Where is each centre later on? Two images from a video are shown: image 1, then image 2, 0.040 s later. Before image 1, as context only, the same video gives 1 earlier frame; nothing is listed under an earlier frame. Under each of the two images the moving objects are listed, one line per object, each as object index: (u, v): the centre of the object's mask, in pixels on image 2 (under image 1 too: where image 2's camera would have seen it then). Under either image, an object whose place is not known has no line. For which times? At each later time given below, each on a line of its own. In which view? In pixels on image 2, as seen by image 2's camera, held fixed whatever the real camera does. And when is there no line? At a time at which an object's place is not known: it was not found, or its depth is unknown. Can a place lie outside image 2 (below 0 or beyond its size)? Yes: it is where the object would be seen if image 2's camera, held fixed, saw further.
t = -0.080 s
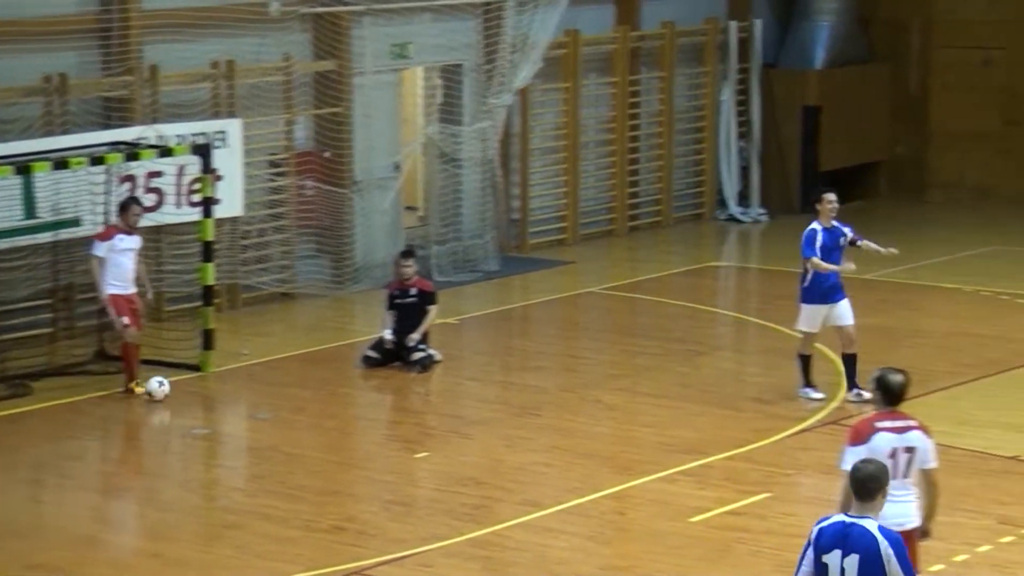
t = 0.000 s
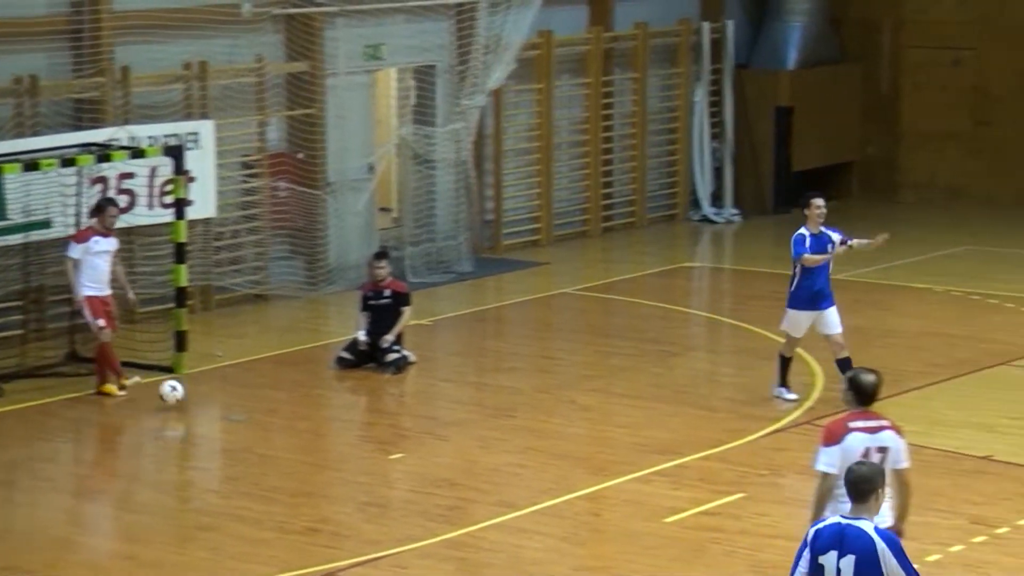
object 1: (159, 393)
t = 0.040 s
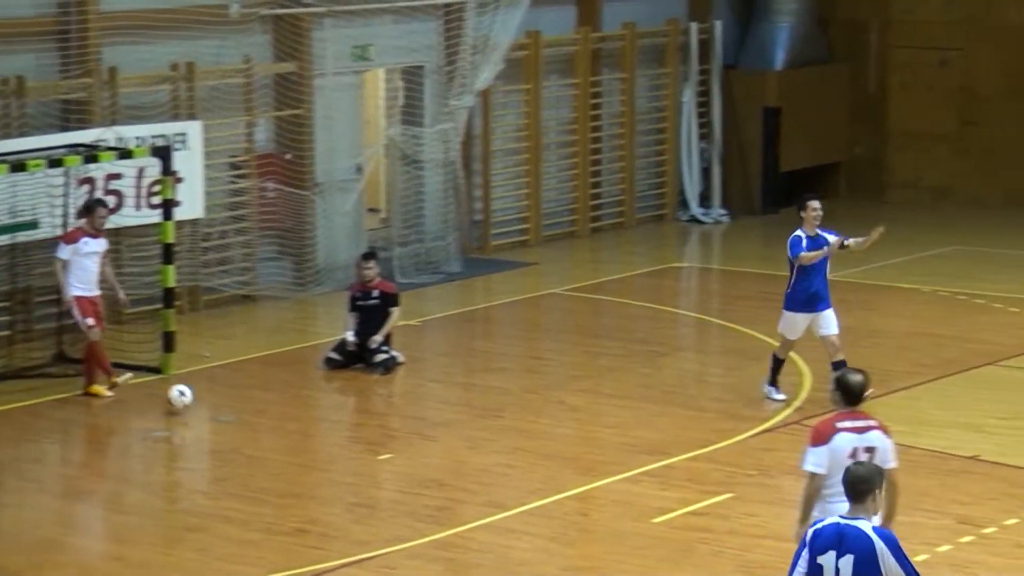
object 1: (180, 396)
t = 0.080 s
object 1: (201, 401)
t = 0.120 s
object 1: (222, 409)
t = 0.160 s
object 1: (241, 411)
